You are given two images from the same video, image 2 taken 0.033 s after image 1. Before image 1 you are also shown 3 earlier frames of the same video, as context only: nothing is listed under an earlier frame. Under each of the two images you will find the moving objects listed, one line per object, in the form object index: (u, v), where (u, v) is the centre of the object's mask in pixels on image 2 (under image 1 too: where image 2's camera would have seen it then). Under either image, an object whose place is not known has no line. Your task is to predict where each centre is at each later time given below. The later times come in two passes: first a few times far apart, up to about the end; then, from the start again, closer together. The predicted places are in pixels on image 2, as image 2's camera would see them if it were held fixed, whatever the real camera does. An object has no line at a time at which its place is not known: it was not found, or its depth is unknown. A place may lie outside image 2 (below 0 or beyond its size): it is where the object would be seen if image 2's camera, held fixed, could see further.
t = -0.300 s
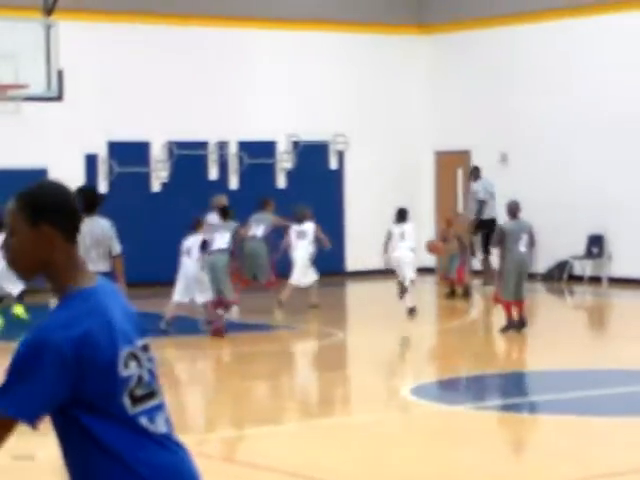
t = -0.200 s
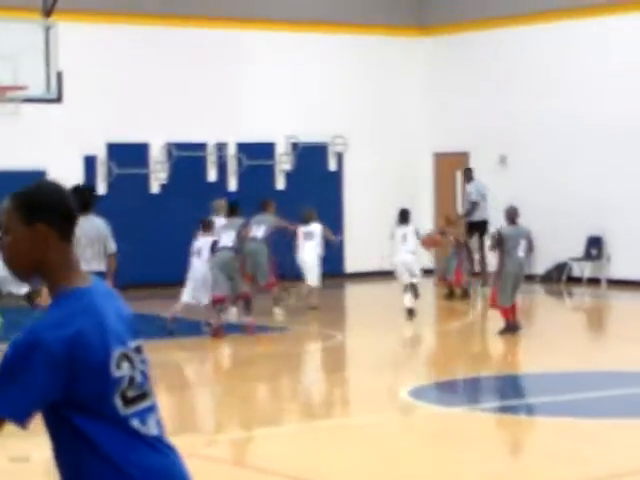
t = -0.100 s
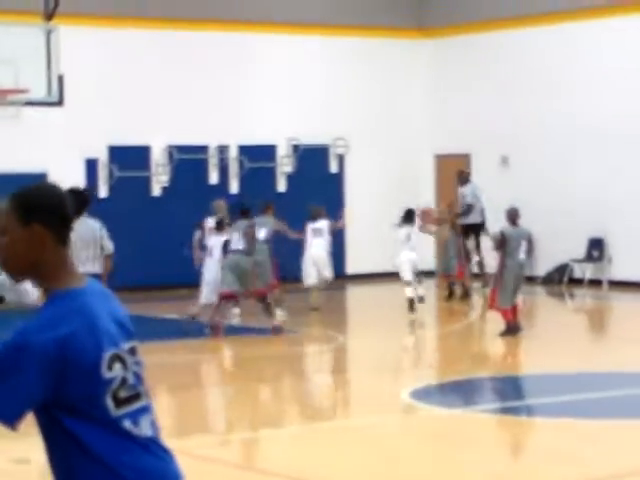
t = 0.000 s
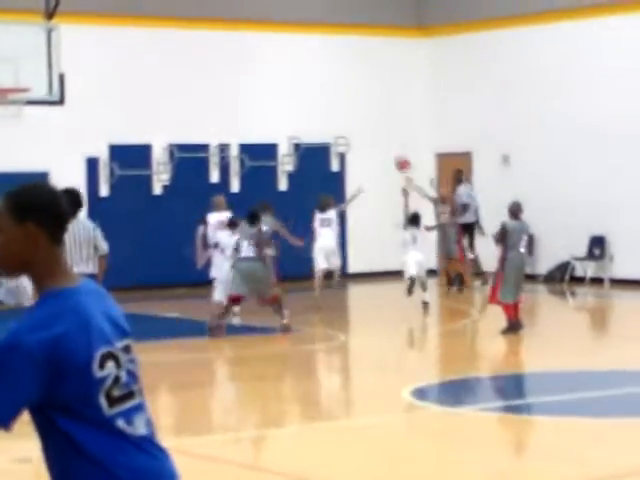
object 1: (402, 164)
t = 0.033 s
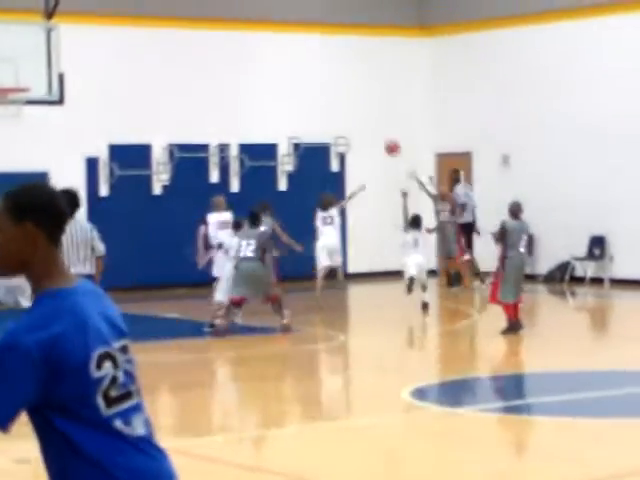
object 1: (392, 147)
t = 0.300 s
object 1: (311, 42)
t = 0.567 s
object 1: (232, -18)
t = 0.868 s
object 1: (142, -27)
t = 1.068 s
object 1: (85, 5)
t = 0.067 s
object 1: (382, 132)
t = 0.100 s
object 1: (372, 117)
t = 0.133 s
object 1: (361, 102)
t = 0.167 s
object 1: (352, 89)
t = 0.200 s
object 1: (342, 75)
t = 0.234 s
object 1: (331, 63)
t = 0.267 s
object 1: (321, 52)
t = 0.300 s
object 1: (311, 42)
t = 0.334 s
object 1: (301, 32)
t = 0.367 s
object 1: (292, 25)
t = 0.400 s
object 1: (282, 13)
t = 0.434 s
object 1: (270, 6)
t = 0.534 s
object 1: (240, -14)
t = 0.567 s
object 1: (232, -18)
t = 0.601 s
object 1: (221, -22)
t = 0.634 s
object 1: (212, -26)
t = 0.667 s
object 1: (201, -28)
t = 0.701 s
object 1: (191, -30)
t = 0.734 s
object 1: (181, -30)
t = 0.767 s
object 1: (172, -31)
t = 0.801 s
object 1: (162, -30)
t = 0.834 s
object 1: (153, -29)
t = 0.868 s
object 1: (142, -27)
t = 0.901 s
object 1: (132, -24)
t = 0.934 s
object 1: (123, -20)
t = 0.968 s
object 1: (113, -15)
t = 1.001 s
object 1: (103, -9)
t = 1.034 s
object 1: (93, -2)
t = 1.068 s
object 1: (85, 5)
